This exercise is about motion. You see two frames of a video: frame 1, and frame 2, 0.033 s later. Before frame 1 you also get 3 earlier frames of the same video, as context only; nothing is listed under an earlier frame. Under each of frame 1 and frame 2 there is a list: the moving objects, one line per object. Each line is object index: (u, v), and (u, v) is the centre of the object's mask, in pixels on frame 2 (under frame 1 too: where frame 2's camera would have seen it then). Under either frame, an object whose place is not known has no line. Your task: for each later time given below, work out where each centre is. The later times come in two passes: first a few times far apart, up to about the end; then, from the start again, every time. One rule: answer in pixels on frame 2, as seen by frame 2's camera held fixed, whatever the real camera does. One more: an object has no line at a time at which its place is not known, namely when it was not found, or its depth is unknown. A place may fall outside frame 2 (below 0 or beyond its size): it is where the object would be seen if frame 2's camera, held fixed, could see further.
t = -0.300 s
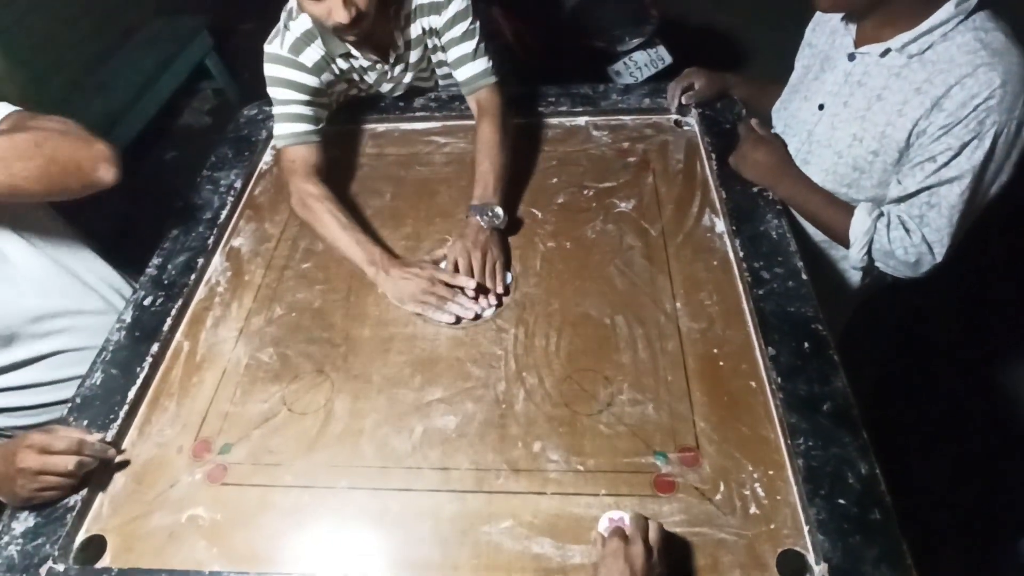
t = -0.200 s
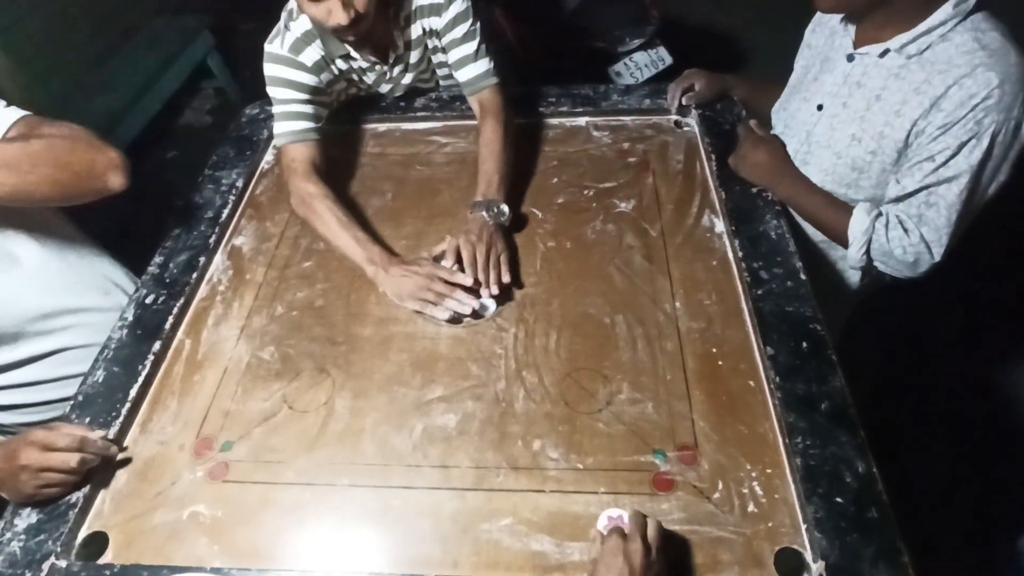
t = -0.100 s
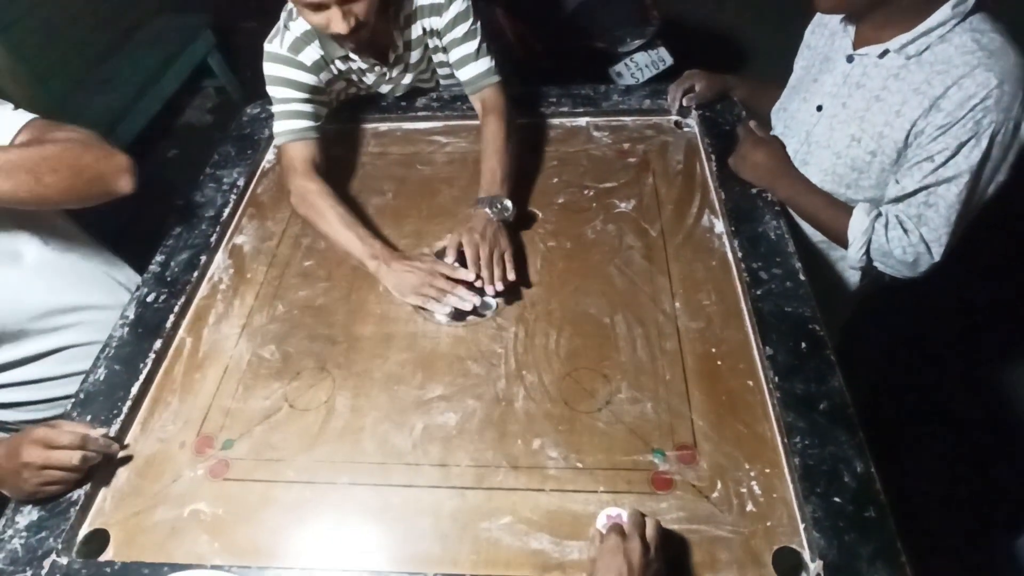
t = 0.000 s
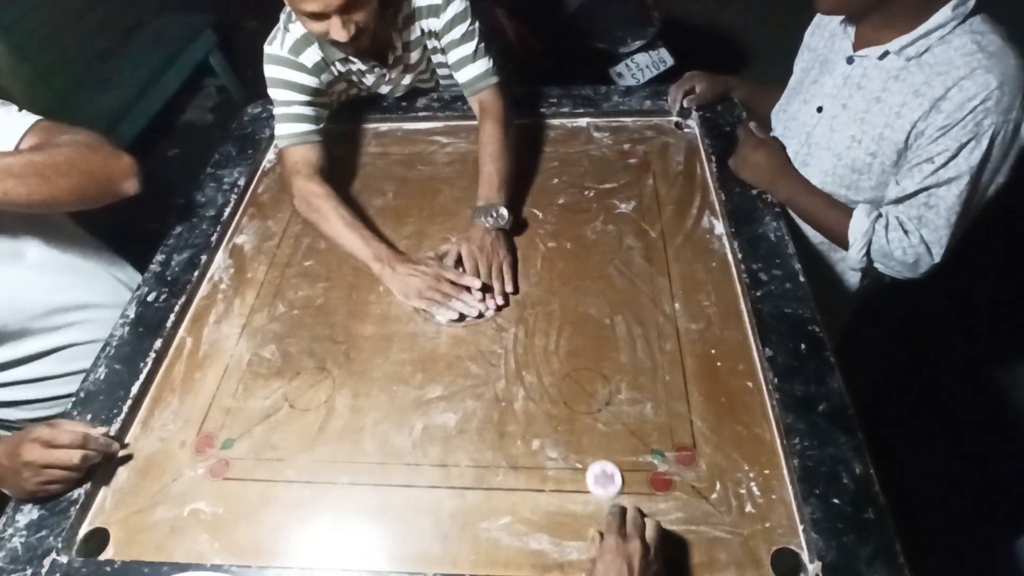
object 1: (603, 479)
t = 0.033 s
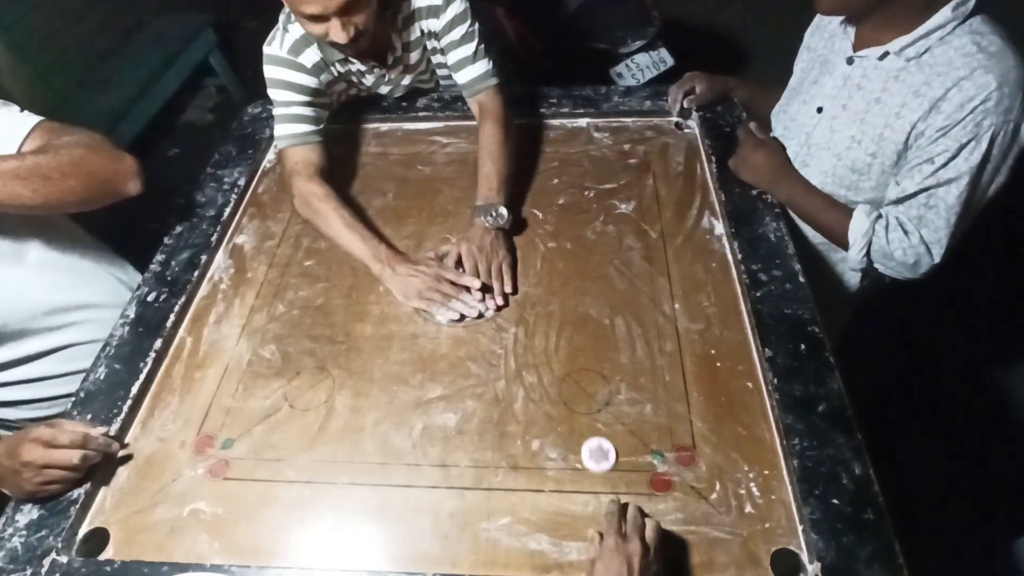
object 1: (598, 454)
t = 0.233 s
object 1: (576, 344)
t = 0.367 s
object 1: (566, 294)
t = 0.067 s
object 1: (594, 432)
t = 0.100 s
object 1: (590, 412)
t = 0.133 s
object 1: (586, 393)
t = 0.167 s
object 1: (582, 375)
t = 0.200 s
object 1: (579, 359)
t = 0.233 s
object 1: (576, 344)
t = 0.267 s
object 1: (573, 330)
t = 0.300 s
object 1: (571, 318)
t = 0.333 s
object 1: (568, 306)
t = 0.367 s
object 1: (566, 294)
